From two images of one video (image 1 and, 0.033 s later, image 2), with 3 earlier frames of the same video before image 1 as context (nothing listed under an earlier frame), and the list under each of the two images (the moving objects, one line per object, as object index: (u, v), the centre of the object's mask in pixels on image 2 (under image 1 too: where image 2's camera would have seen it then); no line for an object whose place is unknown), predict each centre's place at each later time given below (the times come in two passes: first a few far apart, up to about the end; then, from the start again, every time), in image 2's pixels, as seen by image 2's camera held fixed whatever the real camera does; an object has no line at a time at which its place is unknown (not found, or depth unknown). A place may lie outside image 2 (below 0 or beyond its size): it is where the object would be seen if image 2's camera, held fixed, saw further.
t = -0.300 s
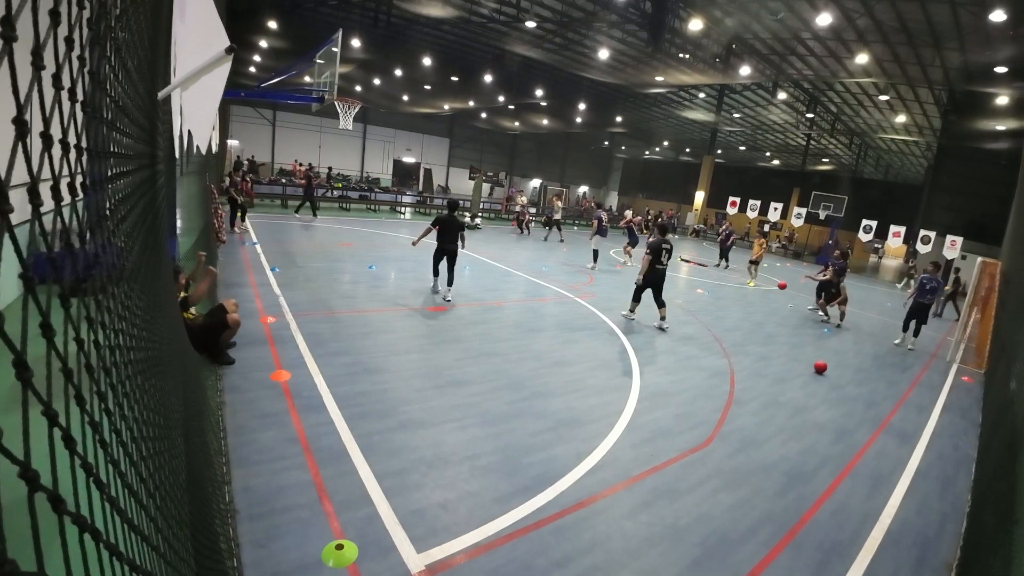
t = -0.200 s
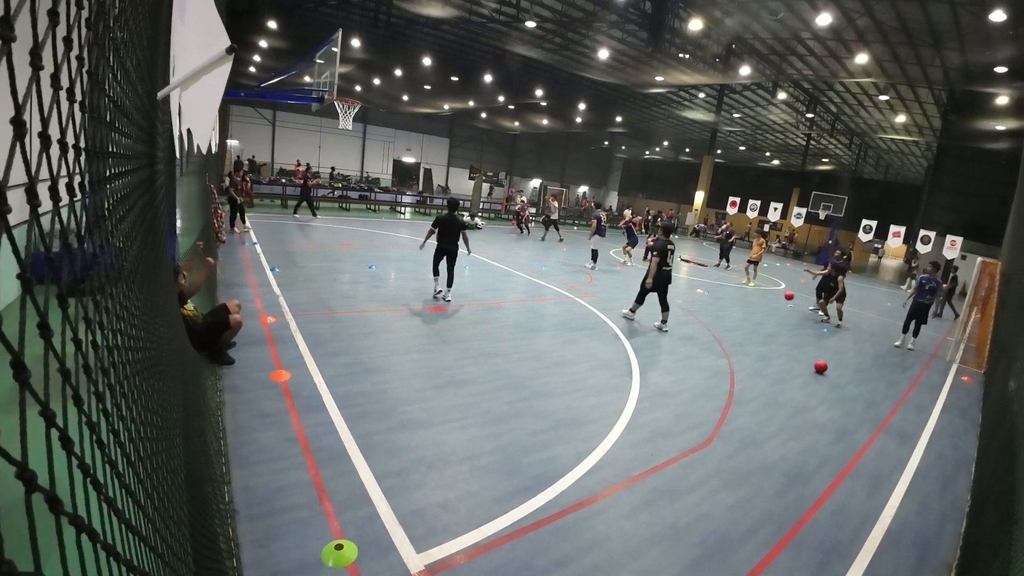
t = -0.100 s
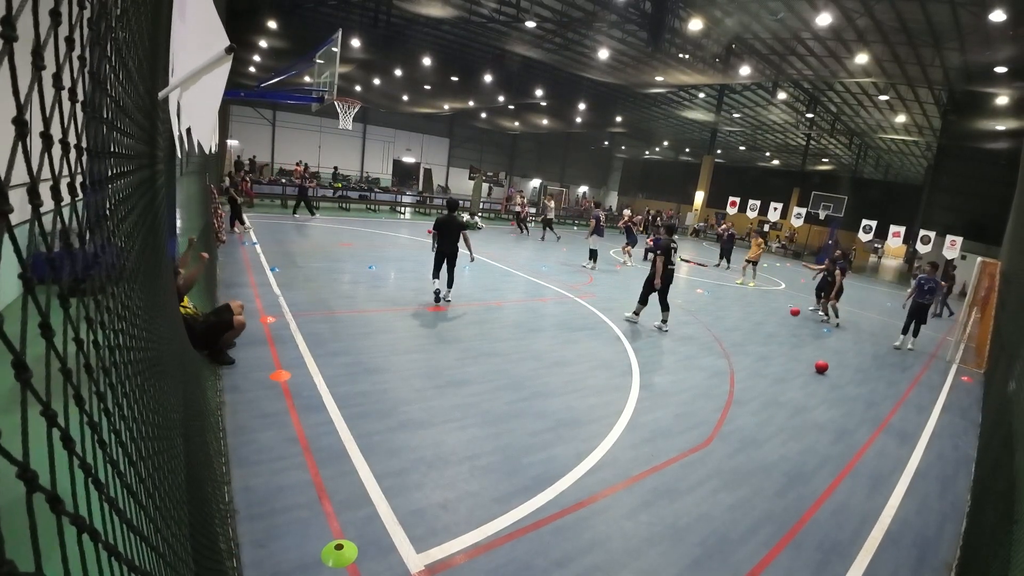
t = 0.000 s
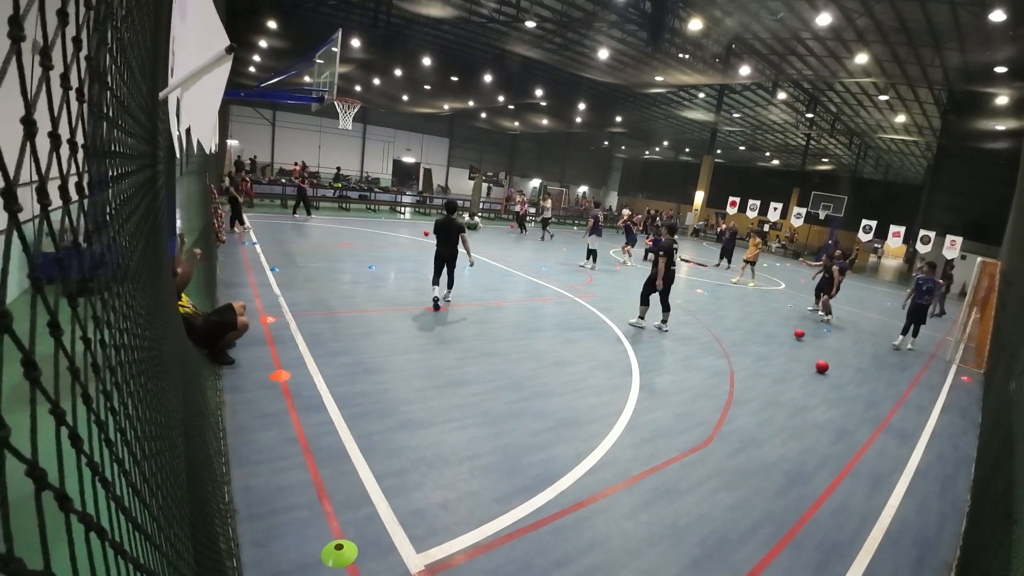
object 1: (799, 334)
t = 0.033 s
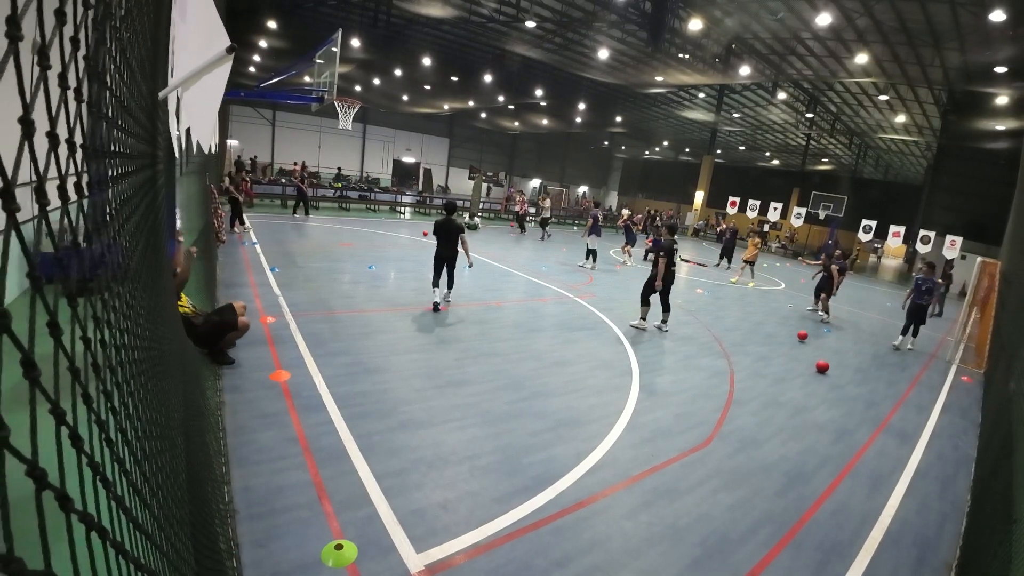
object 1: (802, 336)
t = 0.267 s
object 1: (829, 332)
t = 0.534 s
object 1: (852, 370)
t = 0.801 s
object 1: (888, 385)
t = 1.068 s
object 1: (924, 414)
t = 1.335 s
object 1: (961, 447)
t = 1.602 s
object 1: (967, 453)
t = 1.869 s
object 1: (952, 462)
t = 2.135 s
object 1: (941, 473)
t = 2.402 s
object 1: (931, 481)
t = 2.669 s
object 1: (921, 487)
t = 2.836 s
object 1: (916, 491)
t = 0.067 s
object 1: (806, 333)
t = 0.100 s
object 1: (810, 332)
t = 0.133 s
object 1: (814, 330)
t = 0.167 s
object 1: (818, 330)
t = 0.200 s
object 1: (822, 330)
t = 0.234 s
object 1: (826, 330)
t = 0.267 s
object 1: (829, 332)
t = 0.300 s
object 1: (833, 334)
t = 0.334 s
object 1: (836, 337)
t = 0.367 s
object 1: (839, 341)
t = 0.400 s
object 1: (842, 345)
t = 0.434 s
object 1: (845, 350)
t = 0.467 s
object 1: (848, 356)
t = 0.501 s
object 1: (850, 362)
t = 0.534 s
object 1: (852, 370)
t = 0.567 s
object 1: (856, 374)
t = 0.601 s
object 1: (861, 373)
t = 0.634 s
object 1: (866, 373)
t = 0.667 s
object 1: (871, 374)
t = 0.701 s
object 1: (875, 376)
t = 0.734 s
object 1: (880, 378)
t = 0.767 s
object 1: (884, 381)
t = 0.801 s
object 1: (888, 385)
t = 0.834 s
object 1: (892, 390)
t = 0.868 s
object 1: (895, 396)
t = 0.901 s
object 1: (899, 403)
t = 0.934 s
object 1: (903, 407)
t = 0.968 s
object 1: (908, 407)
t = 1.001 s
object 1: (913, 408)
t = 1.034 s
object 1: (919, 411)
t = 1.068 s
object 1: (924, 414)
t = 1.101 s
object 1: (928, 418)
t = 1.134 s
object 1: (933, 422)
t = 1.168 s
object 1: (936, 429)
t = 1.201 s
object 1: (940, 436)
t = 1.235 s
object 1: (945, 438)
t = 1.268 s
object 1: (951, 439)
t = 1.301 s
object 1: (956, 443)
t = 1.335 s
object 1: (961, 447)
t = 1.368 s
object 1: (966, 452)
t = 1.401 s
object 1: (970, 458)
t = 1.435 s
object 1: (973, 460)
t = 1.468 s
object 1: (974, 456)
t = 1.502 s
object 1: (973, 454)
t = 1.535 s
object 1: (971, 453)
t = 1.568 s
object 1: (970, 453)
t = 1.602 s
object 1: (967, 453)
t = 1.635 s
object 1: (964, 455)
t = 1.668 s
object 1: (960, 458)
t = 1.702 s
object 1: (956, 462)
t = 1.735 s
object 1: (953, 464)
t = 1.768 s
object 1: (954, 462)
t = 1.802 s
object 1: (954, 461)
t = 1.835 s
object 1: (953, 461)
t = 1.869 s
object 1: (952, 462)
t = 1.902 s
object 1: (950, 464)
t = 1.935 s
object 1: (948, 468)
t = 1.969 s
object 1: (947, 468)
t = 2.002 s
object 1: (946, 467)
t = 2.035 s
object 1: (945, 468)
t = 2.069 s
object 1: (944, 469)
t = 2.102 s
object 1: (942, 473)
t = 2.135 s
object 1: (941, 473)
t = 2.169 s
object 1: (940, 474)
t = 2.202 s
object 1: (939, 475)
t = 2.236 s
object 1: (937, 476)
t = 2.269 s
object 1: (936, 477)
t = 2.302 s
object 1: (936, 478)
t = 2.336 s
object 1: (934, 479)
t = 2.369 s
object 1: (933, 480)
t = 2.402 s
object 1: (931, 481)
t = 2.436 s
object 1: (931, 481)
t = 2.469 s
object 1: (929, 482)
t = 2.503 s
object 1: (928, 483)
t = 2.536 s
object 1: (927, 484)
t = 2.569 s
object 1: (925, 485)
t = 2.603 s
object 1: (924, 485)
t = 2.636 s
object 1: (922, 486)
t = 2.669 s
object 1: (921, 487)
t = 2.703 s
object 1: (920, 488)
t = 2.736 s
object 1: (919, 489)
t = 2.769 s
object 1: (918, 490)
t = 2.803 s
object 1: (917, 491)
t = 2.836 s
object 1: (916, 491)
